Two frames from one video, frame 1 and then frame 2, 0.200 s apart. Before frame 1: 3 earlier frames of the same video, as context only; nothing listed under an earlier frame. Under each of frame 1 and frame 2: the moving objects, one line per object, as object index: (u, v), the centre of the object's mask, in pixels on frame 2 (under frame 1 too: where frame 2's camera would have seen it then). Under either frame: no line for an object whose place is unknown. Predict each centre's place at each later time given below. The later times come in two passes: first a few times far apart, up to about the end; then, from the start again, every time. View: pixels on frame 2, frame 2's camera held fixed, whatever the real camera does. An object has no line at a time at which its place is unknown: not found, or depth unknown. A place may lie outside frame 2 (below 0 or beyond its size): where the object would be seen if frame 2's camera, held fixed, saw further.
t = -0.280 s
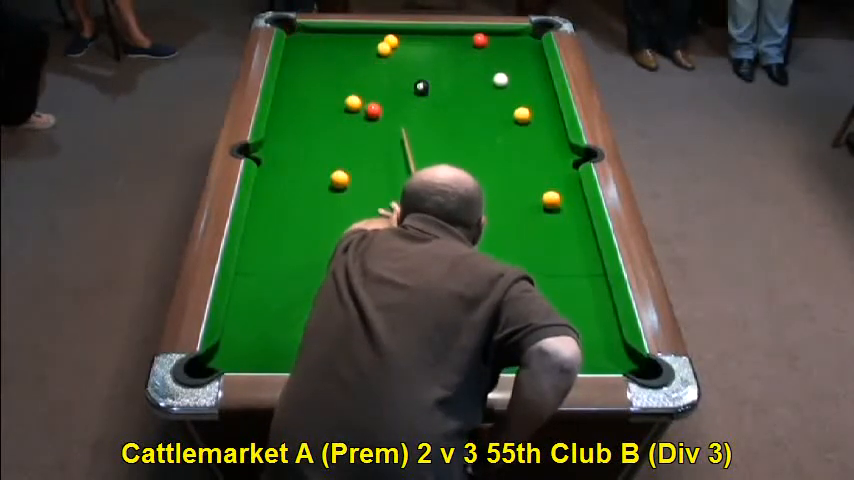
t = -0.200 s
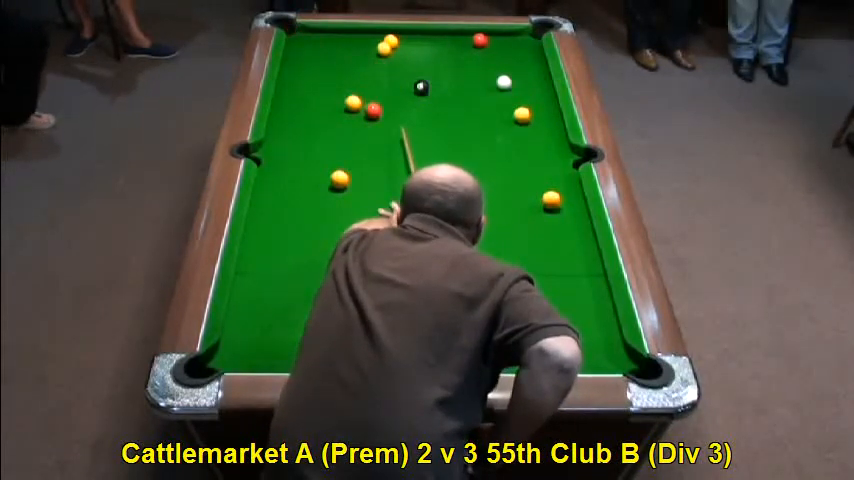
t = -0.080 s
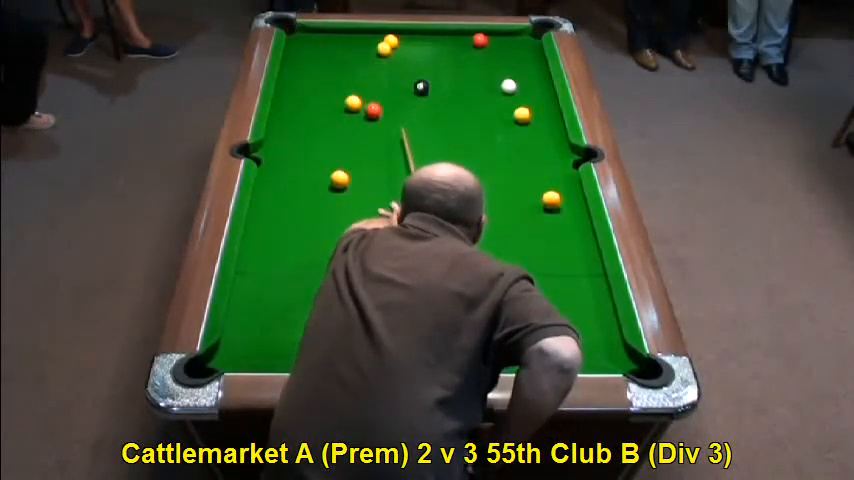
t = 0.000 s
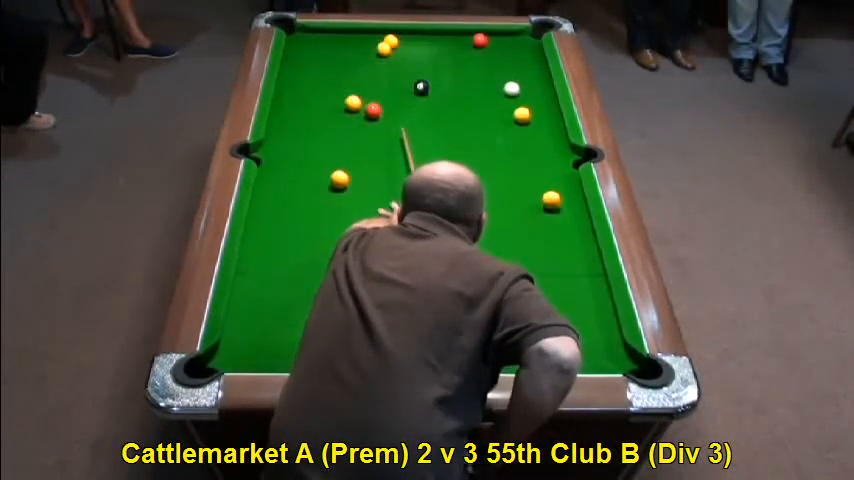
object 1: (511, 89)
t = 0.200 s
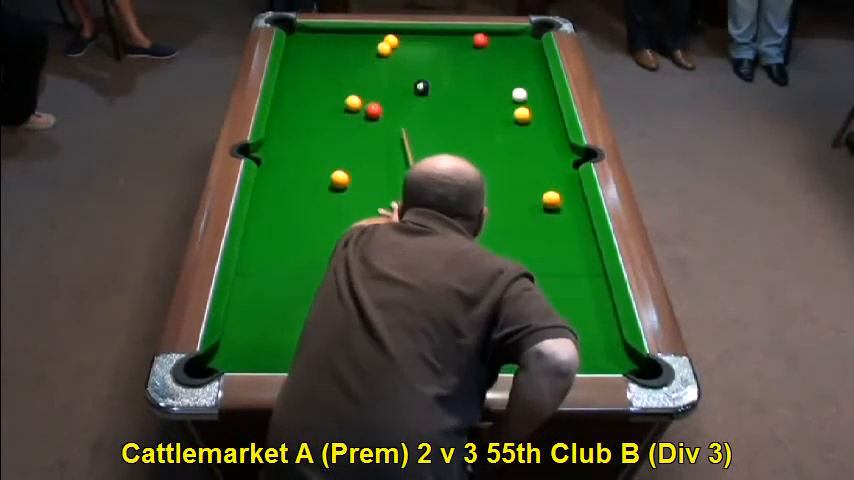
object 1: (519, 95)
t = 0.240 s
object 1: (520, 95)
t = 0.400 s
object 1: (526, 100)
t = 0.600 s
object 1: (533, 104)
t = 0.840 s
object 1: (539, 110)
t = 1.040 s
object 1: (544, 113)
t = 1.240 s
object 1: (549, 117)
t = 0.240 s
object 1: (520, 95)
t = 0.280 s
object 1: (522, 97)
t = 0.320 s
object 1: (523, 97)
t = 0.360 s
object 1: (525, 98)
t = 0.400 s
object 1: (526, 100)
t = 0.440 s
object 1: (527, 100)
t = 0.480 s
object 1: (529, 101)
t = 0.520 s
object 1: (530, 103)
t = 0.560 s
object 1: (531, 103)
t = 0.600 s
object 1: (533, 104)
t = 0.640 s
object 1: (534, 105)
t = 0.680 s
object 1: (535, 106)
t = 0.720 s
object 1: (536, 107)
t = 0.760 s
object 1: (537, 108)
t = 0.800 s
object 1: (538, 109)
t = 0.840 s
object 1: (539, 110)
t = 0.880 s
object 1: (540, 110)
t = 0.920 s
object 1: (541, 111)
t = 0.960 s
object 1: (542, 112)
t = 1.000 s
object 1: (543, 113)
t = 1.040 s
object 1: (544, 113)
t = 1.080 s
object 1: (545, 114)
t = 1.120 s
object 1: (545, 115)
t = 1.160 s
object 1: (546, 115)
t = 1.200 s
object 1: (548, 116)
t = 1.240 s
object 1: (549, 117)
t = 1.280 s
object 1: (552, 117)
